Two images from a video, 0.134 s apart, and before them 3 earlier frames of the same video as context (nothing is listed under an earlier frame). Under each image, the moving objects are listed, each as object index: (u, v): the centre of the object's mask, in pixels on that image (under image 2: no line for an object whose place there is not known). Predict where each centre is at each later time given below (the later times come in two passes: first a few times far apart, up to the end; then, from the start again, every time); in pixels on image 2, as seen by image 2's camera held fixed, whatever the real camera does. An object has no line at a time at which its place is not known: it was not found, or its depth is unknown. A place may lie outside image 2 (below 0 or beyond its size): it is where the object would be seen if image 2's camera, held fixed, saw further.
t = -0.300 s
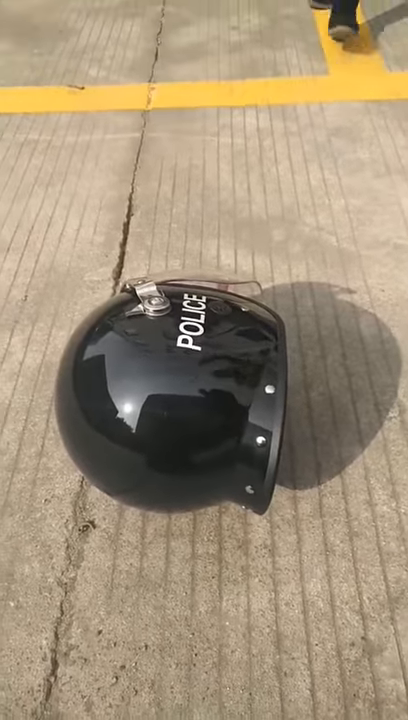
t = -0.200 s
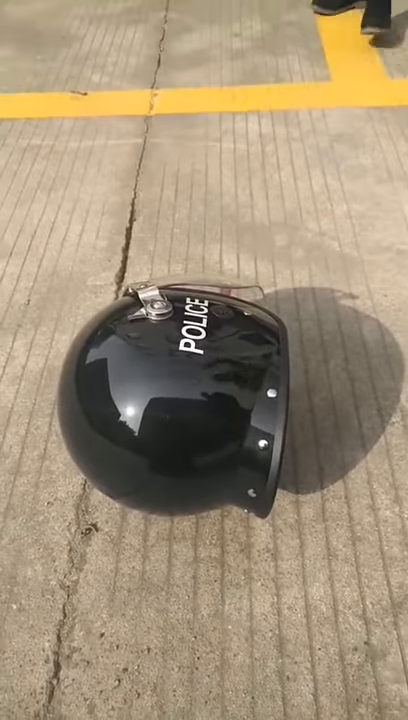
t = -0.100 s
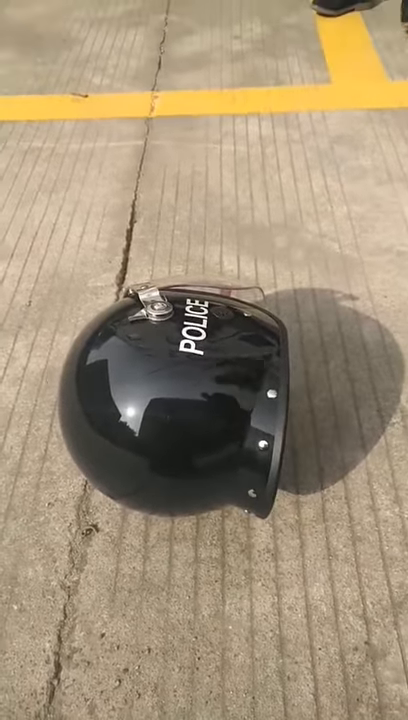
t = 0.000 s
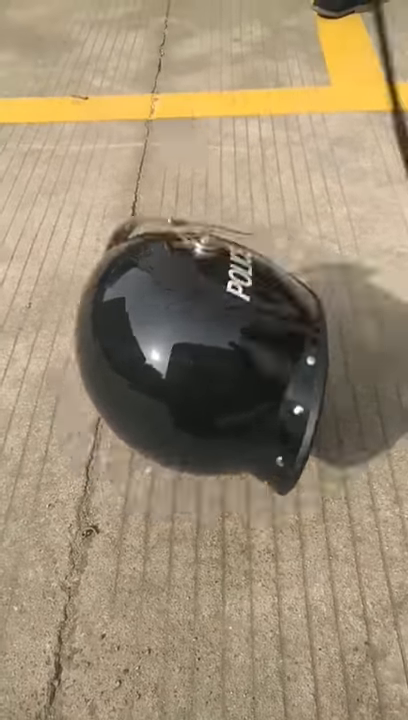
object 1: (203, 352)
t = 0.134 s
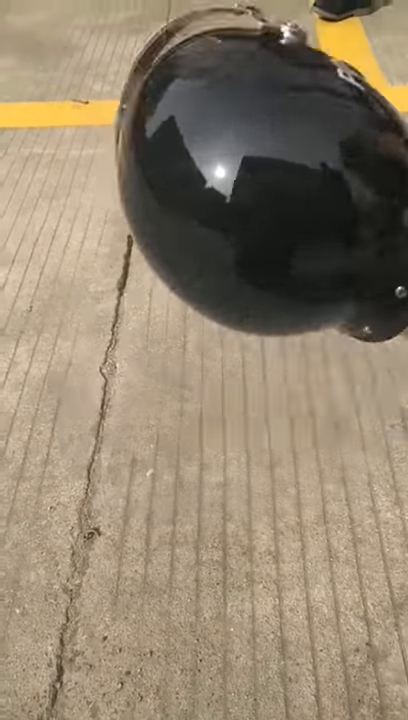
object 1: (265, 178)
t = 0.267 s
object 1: (300, 130)
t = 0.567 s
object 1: (329, 302)
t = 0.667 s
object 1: (293, 302)
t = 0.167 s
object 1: (277, 149)
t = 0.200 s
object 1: (284, 136)
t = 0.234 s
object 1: (291, 129)
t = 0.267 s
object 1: (300, 130)
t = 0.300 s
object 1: (308, 136)
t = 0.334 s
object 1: (318, 155)
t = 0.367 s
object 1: (326, 184)
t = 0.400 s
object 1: (333, 218)
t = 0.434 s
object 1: (339, 258)
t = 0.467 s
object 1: (338, 291)
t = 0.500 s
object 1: (338, 308)
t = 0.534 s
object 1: (333, 305)
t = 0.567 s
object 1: (329, 302)
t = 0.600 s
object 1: (322, 306)
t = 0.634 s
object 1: (314, 312)
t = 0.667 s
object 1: (293, 302)
